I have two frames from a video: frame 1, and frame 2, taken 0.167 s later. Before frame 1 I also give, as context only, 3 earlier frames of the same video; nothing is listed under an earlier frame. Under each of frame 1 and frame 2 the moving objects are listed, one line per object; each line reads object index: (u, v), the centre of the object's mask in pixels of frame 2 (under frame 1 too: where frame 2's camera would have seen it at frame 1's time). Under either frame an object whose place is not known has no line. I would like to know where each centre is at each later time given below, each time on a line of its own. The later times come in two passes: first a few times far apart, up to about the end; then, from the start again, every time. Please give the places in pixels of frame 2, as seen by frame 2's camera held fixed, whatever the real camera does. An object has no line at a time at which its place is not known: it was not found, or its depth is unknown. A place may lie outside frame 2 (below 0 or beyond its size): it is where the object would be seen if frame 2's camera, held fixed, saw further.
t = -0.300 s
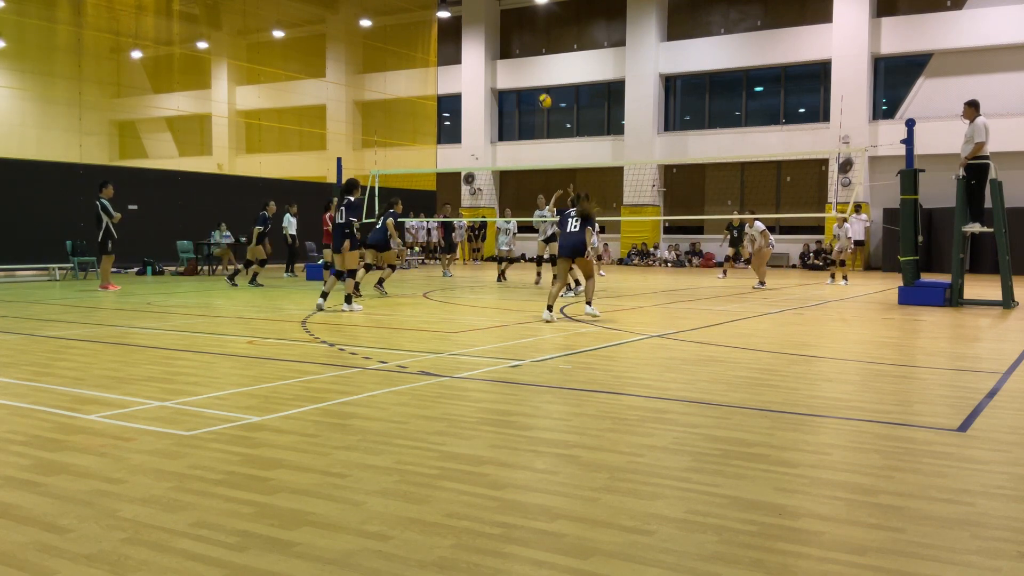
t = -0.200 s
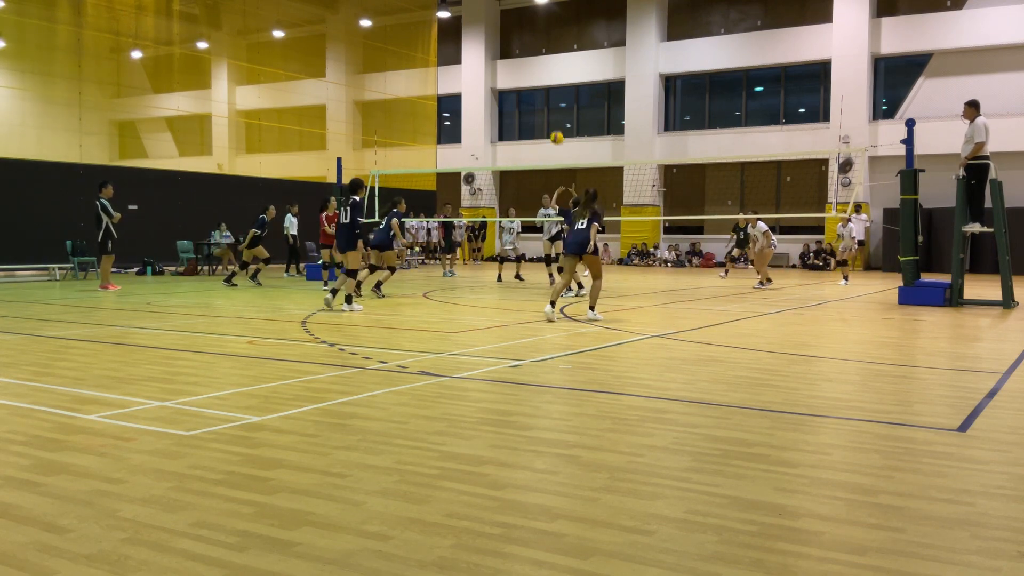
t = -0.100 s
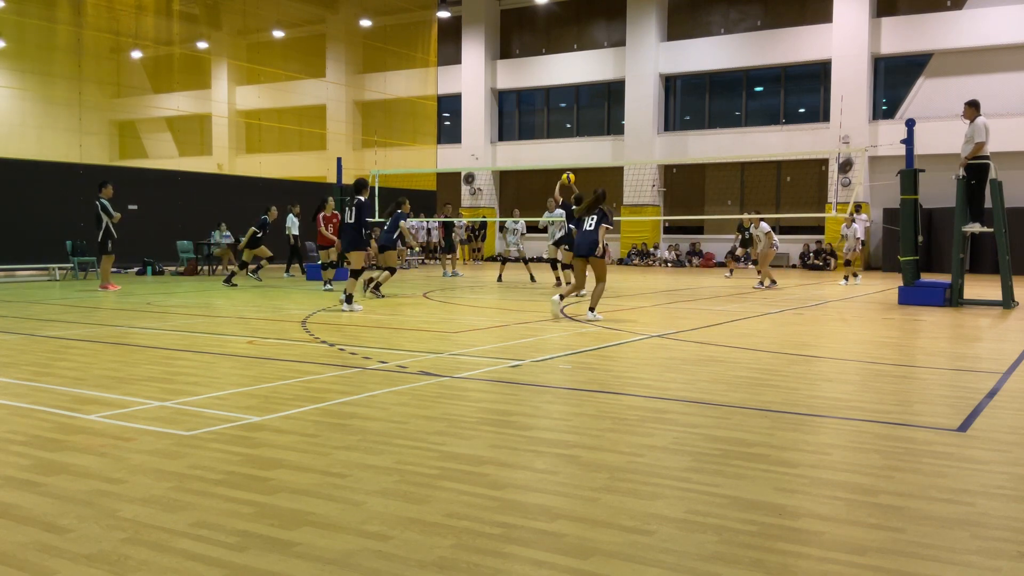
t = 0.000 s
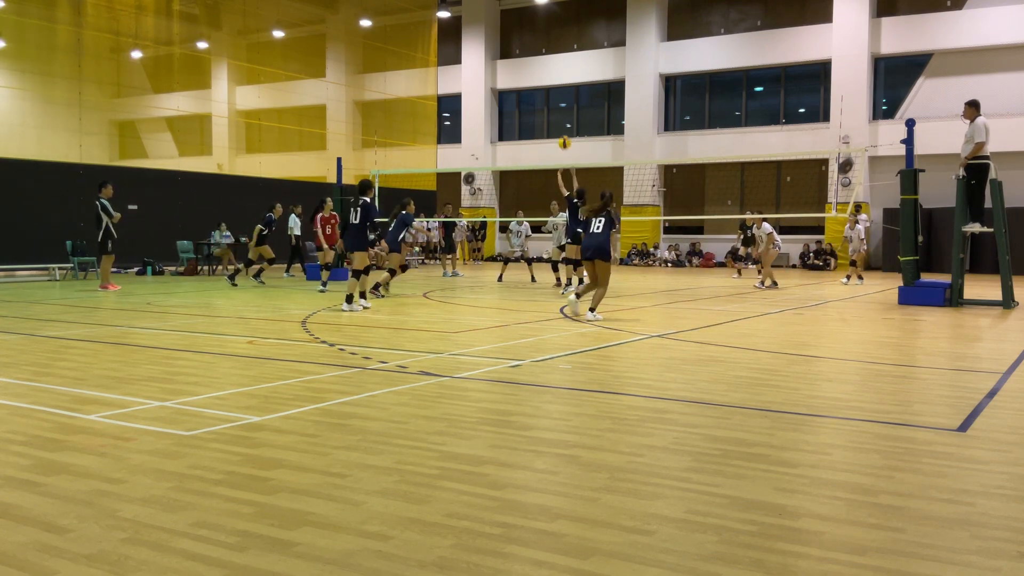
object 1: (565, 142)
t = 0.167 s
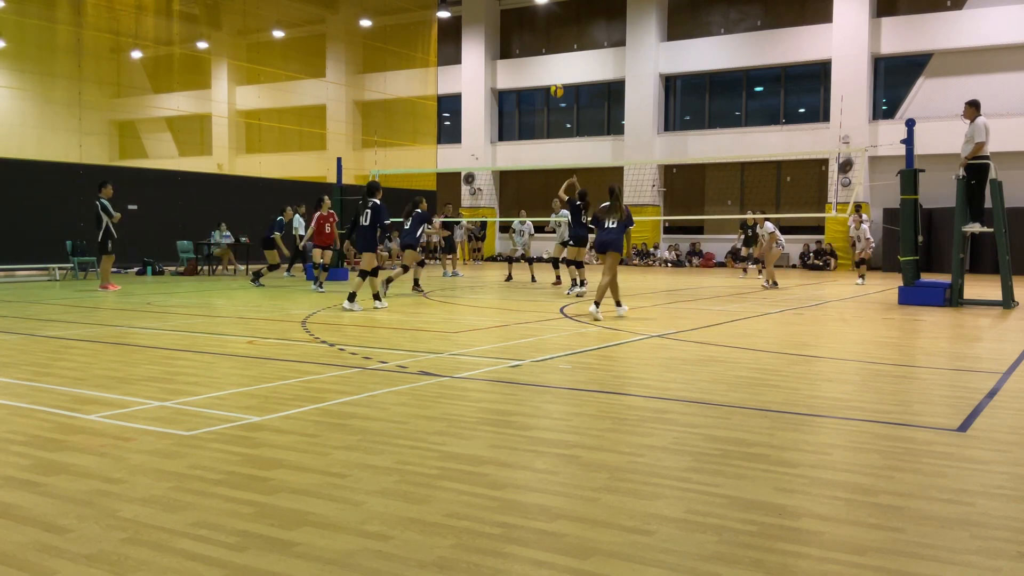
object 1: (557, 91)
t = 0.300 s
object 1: (551, 61)
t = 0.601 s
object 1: (538, 37)
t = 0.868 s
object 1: (528, 60)
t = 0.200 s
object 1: (556, 82)
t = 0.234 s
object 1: (554, 74)
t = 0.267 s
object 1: (552, 67)
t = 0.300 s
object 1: (551, 61)
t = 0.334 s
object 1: (549, 55)
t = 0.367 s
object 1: (548, 51)
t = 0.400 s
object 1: (546, 47)
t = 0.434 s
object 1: (545, 44)
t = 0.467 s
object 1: (544, 41)
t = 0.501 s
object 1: (542, 39)
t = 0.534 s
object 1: (541, 38)
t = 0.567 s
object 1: (540, 37)
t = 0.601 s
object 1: (538, 37)
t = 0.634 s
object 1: (537, 38)
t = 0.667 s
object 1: (536, 39)
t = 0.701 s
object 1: (535, 41)
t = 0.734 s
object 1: (533, 44)
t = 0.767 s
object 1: (532, 47)
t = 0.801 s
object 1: (531, 51)
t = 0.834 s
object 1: (529, 55)
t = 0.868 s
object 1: (528, 60)
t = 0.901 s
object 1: (527, 66)
